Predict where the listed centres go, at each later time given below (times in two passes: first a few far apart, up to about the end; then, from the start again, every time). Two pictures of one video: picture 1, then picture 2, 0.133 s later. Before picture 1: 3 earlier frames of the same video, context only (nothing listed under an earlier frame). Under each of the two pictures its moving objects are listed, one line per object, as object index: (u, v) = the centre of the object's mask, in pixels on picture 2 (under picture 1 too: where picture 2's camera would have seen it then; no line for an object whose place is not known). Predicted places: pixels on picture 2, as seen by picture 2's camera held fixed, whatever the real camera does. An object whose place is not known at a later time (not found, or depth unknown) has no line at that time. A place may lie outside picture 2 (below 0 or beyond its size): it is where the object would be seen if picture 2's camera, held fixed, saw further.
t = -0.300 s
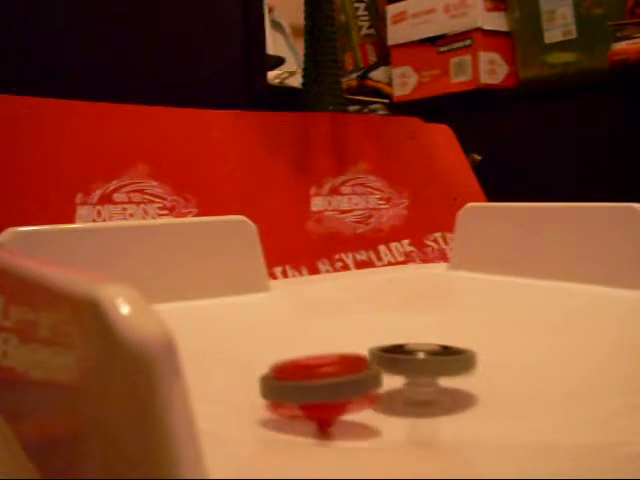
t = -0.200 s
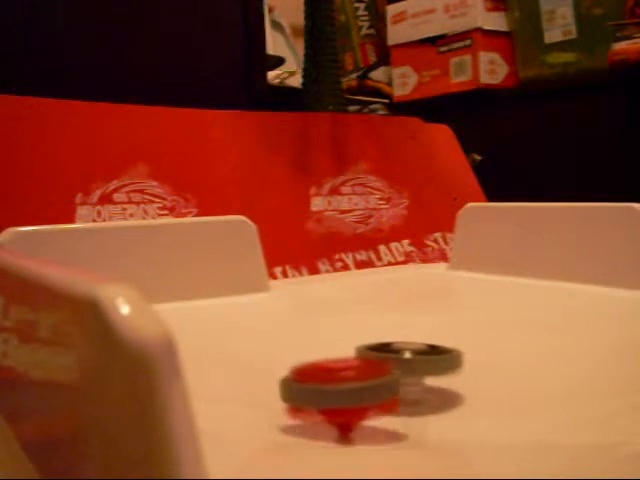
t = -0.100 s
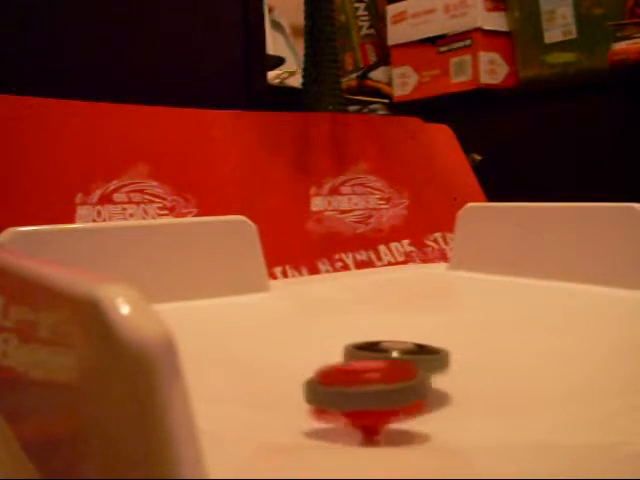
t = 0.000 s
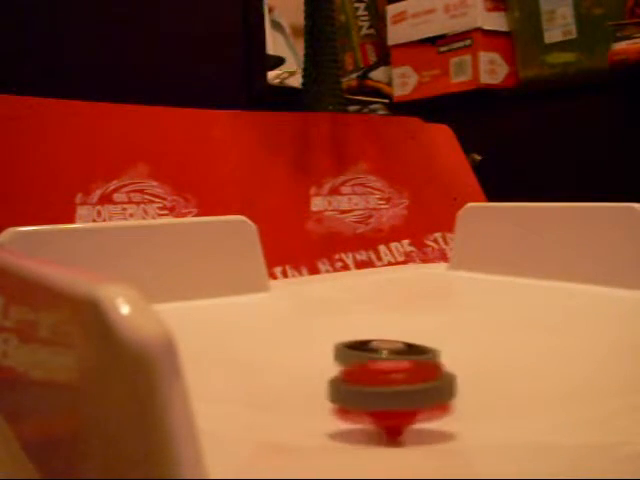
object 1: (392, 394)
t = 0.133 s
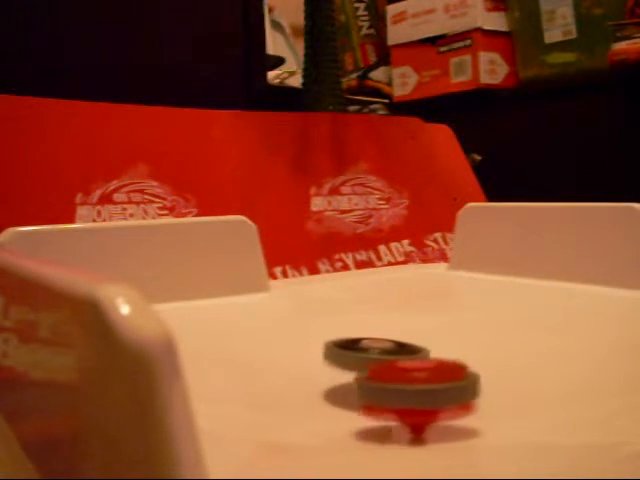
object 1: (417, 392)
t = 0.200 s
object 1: (424, 389)
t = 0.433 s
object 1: (448, 381)
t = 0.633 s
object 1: (465, 372)
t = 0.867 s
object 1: (475, 362)
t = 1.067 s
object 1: (522, 352)
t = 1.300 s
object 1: (511, 348)
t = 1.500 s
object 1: (491, 349)
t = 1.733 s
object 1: (553, 334)
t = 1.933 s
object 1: (518, 339)
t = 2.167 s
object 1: (481, 352)
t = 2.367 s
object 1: (608, 284)
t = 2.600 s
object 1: (591, 283)
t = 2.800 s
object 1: (557, 290)
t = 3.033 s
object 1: (430, 331)
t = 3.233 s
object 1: (358, 354)
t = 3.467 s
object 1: (303, 367)
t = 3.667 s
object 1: (285, 373)
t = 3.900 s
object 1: (303, 378)
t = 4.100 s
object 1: (332, 378)
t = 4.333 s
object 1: (298, 385)
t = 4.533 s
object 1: (349, 389)
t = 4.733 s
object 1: (400, 388)
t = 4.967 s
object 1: (453, 379)
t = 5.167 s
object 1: (490, 373)
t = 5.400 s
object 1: (530, 366)
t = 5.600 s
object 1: (541, 361)
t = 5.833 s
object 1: (526, 360)
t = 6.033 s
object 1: (497, 363)
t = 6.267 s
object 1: (482, 359)
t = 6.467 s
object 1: (449, 357)
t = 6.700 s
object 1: (418, 351)
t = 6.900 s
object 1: (421, 338)
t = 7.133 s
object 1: (407, 332)
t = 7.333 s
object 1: (407, 333)
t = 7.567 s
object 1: (421, 328)
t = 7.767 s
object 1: (416, 319)
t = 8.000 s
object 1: (403, 340)
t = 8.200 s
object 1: (392, 358)
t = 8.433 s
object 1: (377, 375)
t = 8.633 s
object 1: (361, 383)
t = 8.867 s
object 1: (348, 385)
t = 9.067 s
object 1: (346, 384)
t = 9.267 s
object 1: (359, 381)
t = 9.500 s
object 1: (257, 377)
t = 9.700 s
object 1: (305, 382)
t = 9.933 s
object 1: (370, 384)
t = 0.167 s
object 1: (421, 391)
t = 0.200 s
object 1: (424, 389)
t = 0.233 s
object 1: (429, 388)
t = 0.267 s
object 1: (435, 387)
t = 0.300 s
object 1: (439, 386)
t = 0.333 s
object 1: (442, 385)
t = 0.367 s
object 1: (445, 384)
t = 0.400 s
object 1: (447, 382)
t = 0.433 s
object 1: (448, 381)
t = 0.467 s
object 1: (449, 380)
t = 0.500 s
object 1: (450, 378)
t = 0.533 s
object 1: (456, 376)
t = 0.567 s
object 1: (462, 375)
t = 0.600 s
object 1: (464, 373)
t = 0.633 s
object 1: (465, 372)
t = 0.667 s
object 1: (467, 370)
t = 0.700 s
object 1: (467, 369)
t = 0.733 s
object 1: (467, 367)
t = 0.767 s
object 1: (467, 366)
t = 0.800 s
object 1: (467, 364)
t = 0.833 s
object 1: (467, 363)
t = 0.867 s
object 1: (475, 362)
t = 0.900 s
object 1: (496, 360)
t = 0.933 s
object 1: (511, 359)
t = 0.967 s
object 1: (518, 357)
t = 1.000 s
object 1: (520, 355)
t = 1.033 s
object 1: (522, 353)
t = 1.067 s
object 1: (522, 352)
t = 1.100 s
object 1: (522, 351)
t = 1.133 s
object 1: (521, 350)
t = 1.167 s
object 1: (520, 349)
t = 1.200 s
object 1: (518, 348)
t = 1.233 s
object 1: (516, 348)
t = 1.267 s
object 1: (514, 348)
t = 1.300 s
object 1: (511, 348)
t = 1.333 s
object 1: (508, 348)
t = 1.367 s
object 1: (505, 348)
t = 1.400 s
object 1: (502, 348)
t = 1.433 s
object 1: (498, 348)
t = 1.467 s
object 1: (494, 348)
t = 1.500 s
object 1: (491, 349)
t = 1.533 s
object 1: (509, 346)
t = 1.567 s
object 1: (535, 339)
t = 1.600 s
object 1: (552, 335)
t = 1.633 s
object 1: (561, 335)
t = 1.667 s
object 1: (562, 333)
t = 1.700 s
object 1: (558, 331)
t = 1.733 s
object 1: (553, 334)
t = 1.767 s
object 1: (548, 334)
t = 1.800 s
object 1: (542, 335)
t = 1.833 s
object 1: (535, 336)
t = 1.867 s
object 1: (529, 337)
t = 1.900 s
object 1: (523, 338)
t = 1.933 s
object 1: (518, 339)
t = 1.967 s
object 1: (513, 341)
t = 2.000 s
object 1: (508, 343)
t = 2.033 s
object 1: (503, 344)
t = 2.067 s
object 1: (497, 346)
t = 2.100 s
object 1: (491, 347)
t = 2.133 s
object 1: (485, 350)
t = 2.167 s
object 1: (481, 352)
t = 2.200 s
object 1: (499, 348)
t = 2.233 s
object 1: (545, 332)
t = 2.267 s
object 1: (576, 311)
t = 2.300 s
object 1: (595, 293)
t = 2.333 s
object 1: (604, 288)
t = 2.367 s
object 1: (608, 284)
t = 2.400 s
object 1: (610, 283)
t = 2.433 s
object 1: (608, 282)
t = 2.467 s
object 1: (606, 281)
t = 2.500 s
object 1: (603, 281)
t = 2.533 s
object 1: (600, 282)
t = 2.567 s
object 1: (596, 282)
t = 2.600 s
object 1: (591, 283)
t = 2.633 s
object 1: (585, 284)
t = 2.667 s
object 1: (580, 285)
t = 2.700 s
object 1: (575, 286)
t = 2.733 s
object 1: (569, 287)
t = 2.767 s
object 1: (563, 288)
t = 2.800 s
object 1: (557, 290)
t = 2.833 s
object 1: (548, 292)
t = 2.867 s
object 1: (535, 298)
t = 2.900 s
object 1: (516, 306)
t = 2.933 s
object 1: (493, 313)
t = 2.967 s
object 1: (471, 330)
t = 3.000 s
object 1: (450, 327)
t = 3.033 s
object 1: (430, 331)
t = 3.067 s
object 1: (412, 338)
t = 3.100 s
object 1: (399, 343)
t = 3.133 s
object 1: (388, 347)
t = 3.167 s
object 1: (378, 349)
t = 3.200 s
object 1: (368, 352)
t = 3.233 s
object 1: (358, 354)
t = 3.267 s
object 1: (349, 357)
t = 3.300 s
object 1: (339, 359)
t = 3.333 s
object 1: (330, 361)
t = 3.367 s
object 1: (322, 362)
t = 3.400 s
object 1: (315, 364)
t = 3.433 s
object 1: (308, 366)
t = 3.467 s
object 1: (303, 367)
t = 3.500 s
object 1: (298, 368)
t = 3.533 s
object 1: (294, 369)
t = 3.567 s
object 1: (291, 370)
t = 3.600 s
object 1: (288, 371)
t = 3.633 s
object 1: (286, 372)
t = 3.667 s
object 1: (285, 373)
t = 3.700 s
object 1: (286, 374)
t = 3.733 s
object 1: (288, 374)
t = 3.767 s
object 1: (290, 375)
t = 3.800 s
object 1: (292, 376)
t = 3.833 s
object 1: (295, 376)
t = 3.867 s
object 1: (299, 377)
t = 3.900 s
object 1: (303, 378)
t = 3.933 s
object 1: (307, 378)
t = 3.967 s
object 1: (312, 378)
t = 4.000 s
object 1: (317, 378)
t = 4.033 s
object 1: (322, 378)
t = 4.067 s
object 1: (328, 379)
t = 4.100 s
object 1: (332, 378)
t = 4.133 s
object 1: (338, 378)
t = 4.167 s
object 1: (344, 378)
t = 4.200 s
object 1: (332, 380)
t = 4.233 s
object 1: (314, 382)
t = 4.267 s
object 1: (301, 384)
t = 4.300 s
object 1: (296, 384)
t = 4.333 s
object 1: (298, 385)
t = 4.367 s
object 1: (305, 386)
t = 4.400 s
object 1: (313, 387)
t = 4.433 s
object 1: (321, 388)
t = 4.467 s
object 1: (330, 389)
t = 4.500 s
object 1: (340, 389)
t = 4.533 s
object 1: (349, 389)
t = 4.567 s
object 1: (358, 389)
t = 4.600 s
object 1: (367, 389)
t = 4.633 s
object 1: (375, 389)
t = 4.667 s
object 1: (384, 389)
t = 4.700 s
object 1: (392, 389)
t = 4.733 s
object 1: (400, 388)
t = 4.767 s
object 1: (408, 387)
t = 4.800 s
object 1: (416, 387)
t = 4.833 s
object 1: (424, 385)
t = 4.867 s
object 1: (433, 384)
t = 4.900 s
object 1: (440, 383)
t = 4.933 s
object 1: (447, 381)
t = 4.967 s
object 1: (453, 379)
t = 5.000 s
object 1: (460, 376)
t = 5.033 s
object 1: (466, 375)
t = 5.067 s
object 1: (472, 376)
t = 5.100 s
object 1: (477, 376)
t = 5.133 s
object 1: (485, 374)
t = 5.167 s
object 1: (490, 373)
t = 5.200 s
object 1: (495, 372)
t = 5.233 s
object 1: (499, 371)
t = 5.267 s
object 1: (504, 370)
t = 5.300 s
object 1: (508, 368)
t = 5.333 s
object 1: (518, 368)
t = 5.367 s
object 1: (525, 367)
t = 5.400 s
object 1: (530, 366)
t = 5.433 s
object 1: (533, 365)
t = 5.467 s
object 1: (536, 363)
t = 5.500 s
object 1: (538, 362)
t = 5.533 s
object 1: (539, 362)
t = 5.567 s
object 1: (540, 362)
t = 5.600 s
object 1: (541, 361)
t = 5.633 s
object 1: (541, 361)
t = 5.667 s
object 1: (540, 361)
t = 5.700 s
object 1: (538, 360)
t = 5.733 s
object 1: (536, 360)
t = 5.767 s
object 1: (533, 360)
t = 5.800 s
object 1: (530, 360)
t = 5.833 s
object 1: (526, 360)
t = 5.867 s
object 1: (522, 361)
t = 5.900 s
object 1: (518, 361)
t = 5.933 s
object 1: (512, 362)
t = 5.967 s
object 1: (507, 362)
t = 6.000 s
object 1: (502, 363)
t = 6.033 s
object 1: (497, 363)
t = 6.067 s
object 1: (501, 361)
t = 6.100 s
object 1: (504, 359)
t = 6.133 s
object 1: (502, 359)
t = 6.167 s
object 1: (497, 359)
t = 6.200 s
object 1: (492, 359)
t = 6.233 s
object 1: (487, 359)
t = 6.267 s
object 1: (482, 359)
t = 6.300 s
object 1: (476, 359)
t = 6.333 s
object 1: (471, 358)
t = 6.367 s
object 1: (465, 358)
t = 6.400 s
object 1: (460, 358)
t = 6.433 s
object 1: (454, 358)
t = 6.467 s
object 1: (449, 357)
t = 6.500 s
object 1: (445, 357)
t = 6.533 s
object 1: (440, 356)
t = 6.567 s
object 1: (435, 356)
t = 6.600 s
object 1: (431, 355)
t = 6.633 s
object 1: (427, 354)
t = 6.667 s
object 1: (422, 352)
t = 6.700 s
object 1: (418, 351)
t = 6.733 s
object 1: (414, 349)
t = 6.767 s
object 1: (413, 349)
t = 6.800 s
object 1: (417, 347)
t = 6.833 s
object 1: (421, 344)
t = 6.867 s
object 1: (423, 340)
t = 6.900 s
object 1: (421, 338)
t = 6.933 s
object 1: (418, 337)
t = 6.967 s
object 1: (415, 336)
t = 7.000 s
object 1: (413, 335)
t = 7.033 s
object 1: (411, 332)
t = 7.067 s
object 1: (410, 333)
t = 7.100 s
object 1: (408, 332)
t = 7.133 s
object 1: (407, 332)
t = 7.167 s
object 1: (406, 332)
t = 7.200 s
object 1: (406, 332)
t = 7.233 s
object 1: (406, 332)
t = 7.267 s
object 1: (406, 332)
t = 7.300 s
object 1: (406, 332)
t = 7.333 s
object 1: (407, 333)
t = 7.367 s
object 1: (408, 333)
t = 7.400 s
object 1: (409, 333)
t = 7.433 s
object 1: (410, 333)
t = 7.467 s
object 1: (411, 332)
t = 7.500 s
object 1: (413, 333)
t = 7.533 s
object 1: (416, 329)
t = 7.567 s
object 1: (421, 328)
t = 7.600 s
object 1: (424, 315)
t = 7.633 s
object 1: (426, 312)
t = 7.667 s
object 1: (425, 312)
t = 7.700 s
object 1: (422, 314)
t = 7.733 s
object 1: (419, 316)
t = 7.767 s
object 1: (416, 319)
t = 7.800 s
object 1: (413, 322)
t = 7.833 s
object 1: (411, 326)
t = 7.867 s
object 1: (409, 330)
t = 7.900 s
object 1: (407, 333)
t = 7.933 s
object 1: (405, 335)
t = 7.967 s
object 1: (404, 337)
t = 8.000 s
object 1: (403, 340)
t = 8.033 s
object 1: (401, 342)
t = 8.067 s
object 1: (400, 345)
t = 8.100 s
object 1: (398, 349)
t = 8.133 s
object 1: (397, 351)
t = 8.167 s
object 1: (394, 355)
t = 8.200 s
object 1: (392, 358)
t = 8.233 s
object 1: (390, 360)
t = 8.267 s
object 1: (388, 363)
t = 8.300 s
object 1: (386, 366)
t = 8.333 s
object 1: (384, 369)
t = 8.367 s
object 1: (382, 370)
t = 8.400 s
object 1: (380, 373)
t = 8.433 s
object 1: (377, 375)
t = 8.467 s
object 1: (375, 376)
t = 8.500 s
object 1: (372, 377)
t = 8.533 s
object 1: (369, 379)
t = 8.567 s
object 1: (366, 380)
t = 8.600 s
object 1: (364, 381)
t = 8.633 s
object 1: (361, 383)
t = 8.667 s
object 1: (358, 383)
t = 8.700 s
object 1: (356, 384)
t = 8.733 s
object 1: (353, 384)
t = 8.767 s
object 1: (351, 385)
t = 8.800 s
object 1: (350, 385)
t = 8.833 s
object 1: (349, 385)
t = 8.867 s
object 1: (348, 385)
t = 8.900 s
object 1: (347, 385)
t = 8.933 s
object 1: (346, 385)
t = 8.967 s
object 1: (346, 385)
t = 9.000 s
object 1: (346, 385)
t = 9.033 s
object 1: (346, 384)
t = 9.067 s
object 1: (346, 384)
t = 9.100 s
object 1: (348, 384)
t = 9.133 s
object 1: (349, 383)
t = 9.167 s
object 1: (351, 383)
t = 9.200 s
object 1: (353, 382)
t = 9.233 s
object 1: (356, 382)
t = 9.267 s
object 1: (359, 381)
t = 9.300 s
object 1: (363, 380)
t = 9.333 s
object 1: (367, 380)
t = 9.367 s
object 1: (342, 380)
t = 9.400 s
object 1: (308, 379)
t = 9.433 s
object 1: (281, 378)
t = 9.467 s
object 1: (264, 378)
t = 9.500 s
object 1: (257, 377)
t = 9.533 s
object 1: (259, 377)
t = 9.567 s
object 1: (265, 378)
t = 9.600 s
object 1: (274, 379)
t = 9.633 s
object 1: (284, 380)
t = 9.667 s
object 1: (294, 381)
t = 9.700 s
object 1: (305, 382)
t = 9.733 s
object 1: (314, 383)
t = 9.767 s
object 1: (324, 383)
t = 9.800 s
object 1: (334, 384)
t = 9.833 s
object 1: (343, 384)
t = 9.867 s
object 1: (352, 384)
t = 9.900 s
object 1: (361, 384)
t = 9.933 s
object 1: (370, 384)
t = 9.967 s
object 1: (378, 384)
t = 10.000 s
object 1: (388, 384)
